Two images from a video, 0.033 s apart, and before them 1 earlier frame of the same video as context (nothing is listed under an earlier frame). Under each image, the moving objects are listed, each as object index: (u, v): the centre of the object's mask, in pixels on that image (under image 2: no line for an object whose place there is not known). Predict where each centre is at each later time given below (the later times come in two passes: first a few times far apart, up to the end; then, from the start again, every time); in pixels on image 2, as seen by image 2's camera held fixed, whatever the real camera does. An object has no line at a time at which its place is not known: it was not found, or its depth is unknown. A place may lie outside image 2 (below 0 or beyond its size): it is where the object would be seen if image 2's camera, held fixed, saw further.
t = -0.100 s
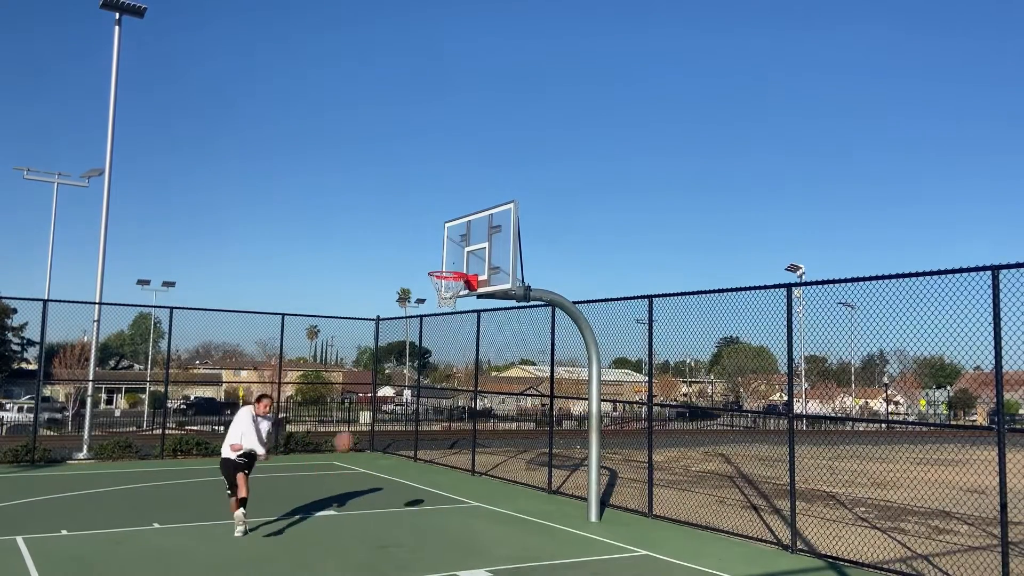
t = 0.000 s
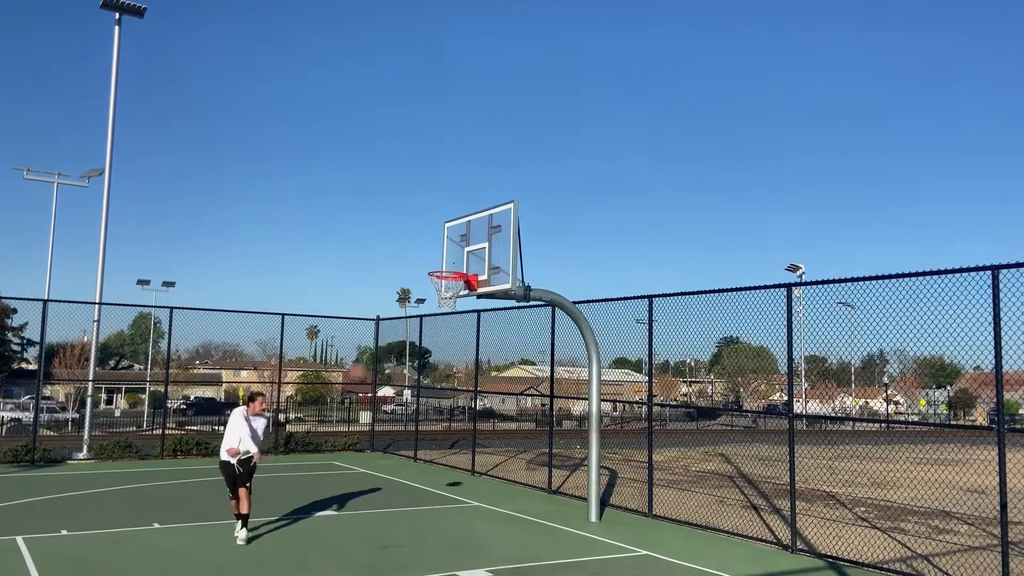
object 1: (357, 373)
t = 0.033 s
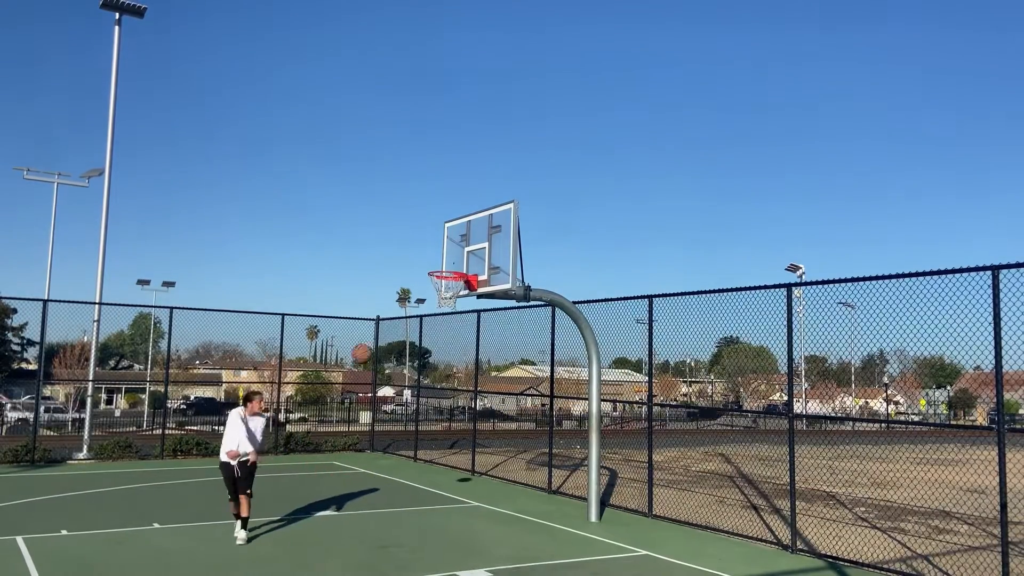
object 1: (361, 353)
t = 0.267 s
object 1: (389, 244)
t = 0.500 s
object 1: (413, 185)
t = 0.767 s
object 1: (438, 171)
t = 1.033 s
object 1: (460, 210)
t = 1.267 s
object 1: (450, 260)
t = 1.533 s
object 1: (441, 284)
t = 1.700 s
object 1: (447, 290)
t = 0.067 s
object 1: (365, 334)
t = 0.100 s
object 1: (369, 317)
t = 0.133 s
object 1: (373, 300)
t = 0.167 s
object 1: (377, 284)
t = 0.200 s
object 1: (381, 270)
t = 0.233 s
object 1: (385, 257)
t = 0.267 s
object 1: (389, 244)
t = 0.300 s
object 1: (392, 233)
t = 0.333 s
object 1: (396, 223)
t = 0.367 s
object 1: (399, 213)
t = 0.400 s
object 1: (402, 205)
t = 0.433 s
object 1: (406, 197)
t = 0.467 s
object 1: (409, 191)
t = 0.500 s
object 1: (413, 185)
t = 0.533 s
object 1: (416, 180)
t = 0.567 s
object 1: (419, 176)
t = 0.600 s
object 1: (422, 173)
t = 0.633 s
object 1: (426, 171)
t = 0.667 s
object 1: (429, 169)
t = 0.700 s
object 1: (432, 169)
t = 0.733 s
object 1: (435, 169)
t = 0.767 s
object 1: (438, 171)
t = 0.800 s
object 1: (441, 173)
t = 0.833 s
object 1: (444, 176)
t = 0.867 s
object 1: (447, 180)
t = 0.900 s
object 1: (450, 184)
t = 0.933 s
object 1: (452, 189)
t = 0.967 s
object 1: (455, 196)
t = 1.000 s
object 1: (458, 203)
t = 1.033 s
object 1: (460, 210)
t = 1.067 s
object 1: (463, 219)
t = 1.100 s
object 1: (463, 226)
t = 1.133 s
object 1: (460, 230)
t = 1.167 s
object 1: (458, 237)
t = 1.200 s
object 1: (455, 243)
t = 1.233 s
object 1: (452, 252)
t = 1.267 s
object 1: (450, 260)
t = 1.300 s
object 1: (447, 268)
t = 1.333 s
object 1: (444, 274)
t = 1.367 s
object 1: (443, 278)
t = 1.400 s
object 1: (442, 284)
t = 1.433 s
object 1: (441, 287)
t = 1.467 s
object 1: (441, 288)
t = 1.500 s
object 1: (441, 286)
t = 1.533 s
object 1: (441, 284)
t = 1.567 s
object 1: (443, 285)
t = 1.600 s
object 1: (444, 284)
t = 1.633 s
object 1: (445, 285)
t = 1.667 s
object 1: (446, 286)
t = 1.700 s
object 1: (447, 290)
